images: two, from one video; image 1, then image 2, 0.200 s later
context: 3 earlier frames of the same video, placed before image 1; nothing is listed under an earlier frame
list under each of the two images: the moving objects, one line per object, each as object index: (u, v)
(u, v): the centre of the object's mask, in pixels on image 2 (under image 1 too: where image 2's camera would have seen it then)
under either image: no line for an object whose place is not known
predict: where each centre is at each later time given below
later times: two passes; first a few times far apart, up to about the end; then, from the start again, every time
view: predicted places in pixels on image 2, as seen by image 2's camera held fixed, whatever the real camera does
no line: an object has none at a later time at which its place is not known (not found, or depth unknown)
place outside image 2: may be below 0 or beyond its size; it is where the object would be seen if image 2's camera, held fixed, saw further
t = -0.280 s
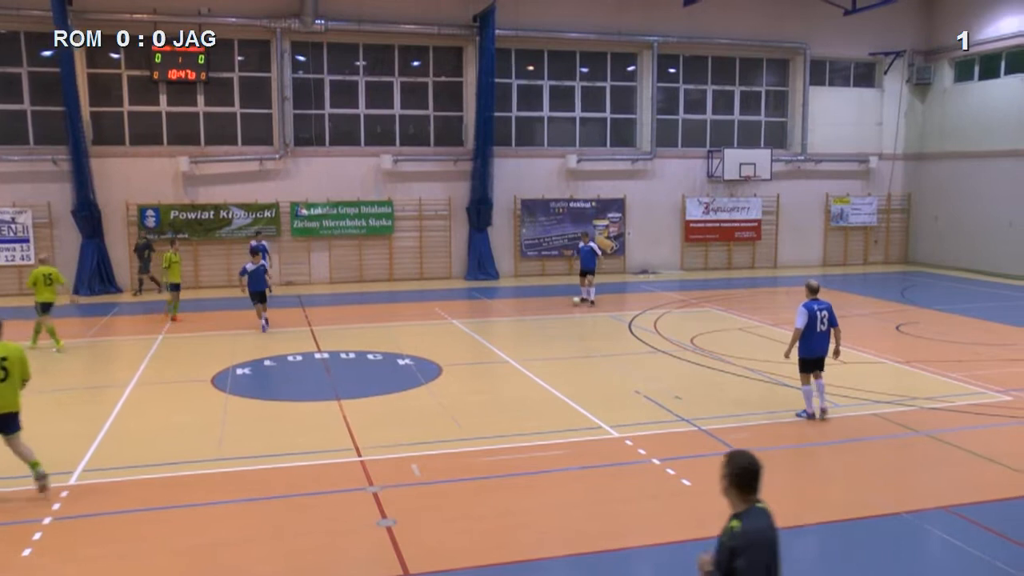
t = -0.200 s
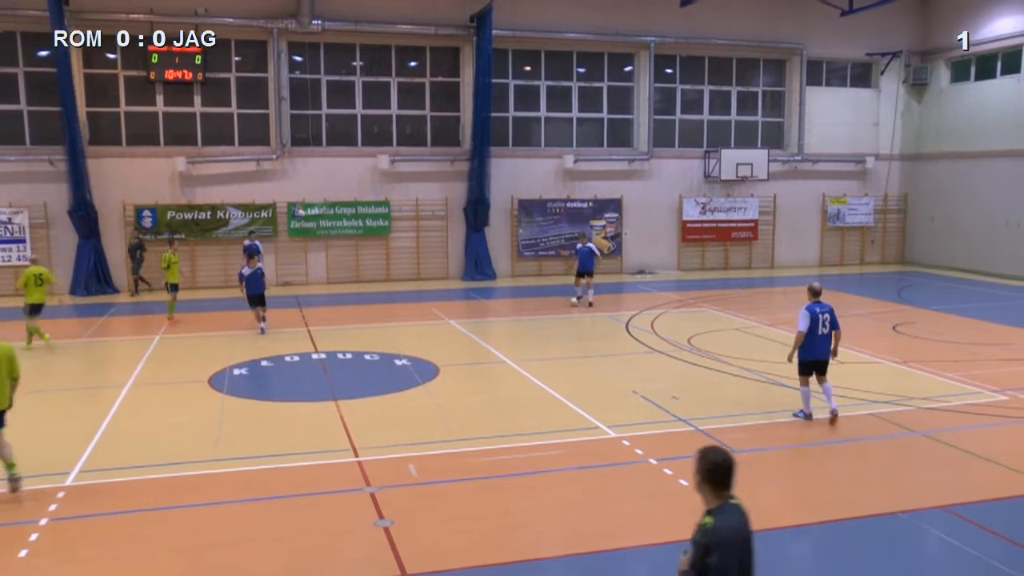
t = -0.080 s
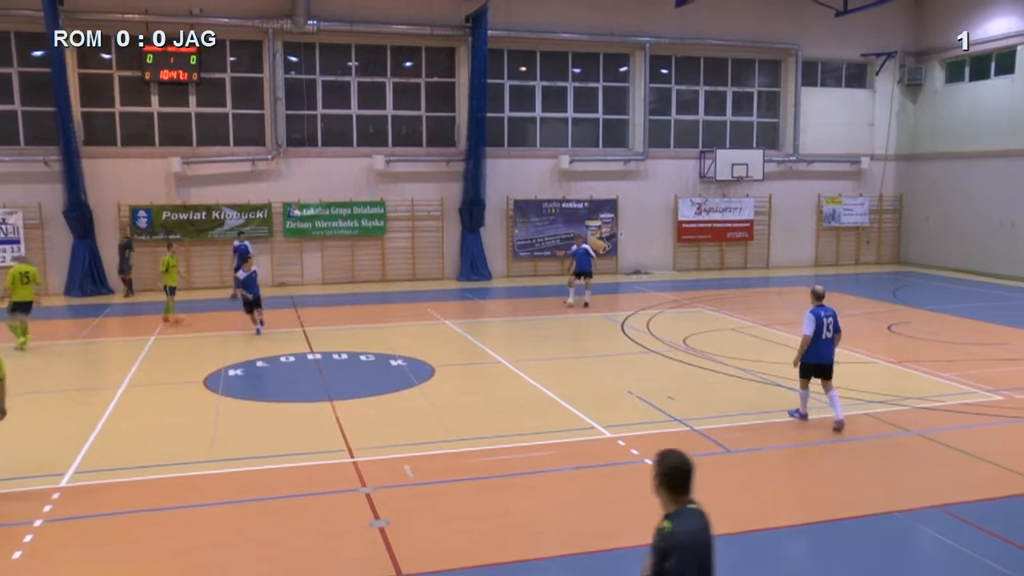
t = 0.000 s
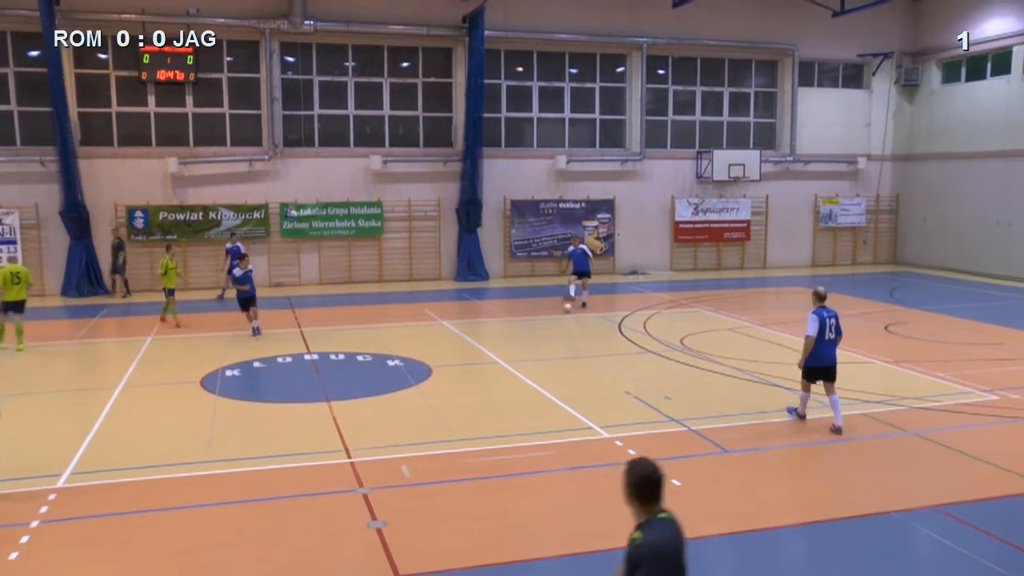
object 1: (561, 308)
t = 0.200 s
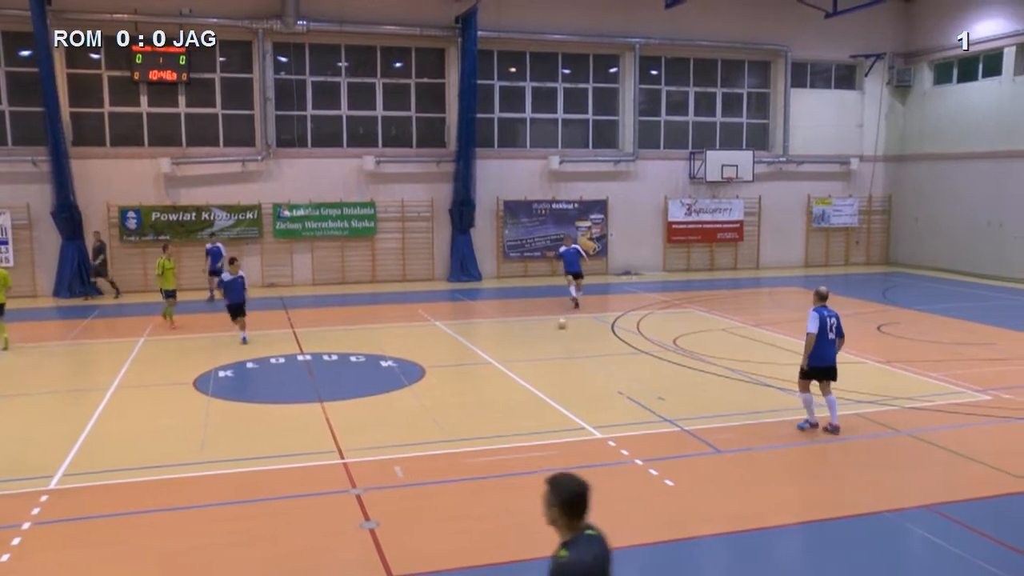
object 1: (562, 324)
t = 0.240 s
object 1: (561, 327)
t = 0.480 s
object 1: (564, 346)
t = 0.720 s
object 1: (568, 368)
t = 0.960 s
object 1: (574, 392)
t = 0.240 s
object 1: (561, 327)
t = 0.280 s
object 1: (561, 330)
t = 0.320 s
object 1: (562, 333)
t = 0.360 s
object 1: (562, 336)
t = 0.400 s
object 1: (563, 340)
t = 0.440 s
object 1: (563, 343)
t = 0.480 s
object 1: (564, 346)
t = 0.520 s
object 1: (564, 350)
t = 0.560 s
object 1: (565, 353)
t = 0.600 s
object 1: (566, 356)
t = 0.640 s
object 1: (566, 359)
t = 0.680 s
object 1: (567, 363)
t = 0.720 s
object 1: (568, 368)
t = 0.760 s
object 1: (569, 371)
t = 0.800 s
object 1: (570, 375)
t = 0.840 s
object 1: (571, 379)
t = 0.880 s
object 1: (572, 383)
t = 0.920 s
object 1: (573, 387)
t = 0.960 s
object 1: (574, 392)
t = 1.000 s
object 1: (575, 397)
